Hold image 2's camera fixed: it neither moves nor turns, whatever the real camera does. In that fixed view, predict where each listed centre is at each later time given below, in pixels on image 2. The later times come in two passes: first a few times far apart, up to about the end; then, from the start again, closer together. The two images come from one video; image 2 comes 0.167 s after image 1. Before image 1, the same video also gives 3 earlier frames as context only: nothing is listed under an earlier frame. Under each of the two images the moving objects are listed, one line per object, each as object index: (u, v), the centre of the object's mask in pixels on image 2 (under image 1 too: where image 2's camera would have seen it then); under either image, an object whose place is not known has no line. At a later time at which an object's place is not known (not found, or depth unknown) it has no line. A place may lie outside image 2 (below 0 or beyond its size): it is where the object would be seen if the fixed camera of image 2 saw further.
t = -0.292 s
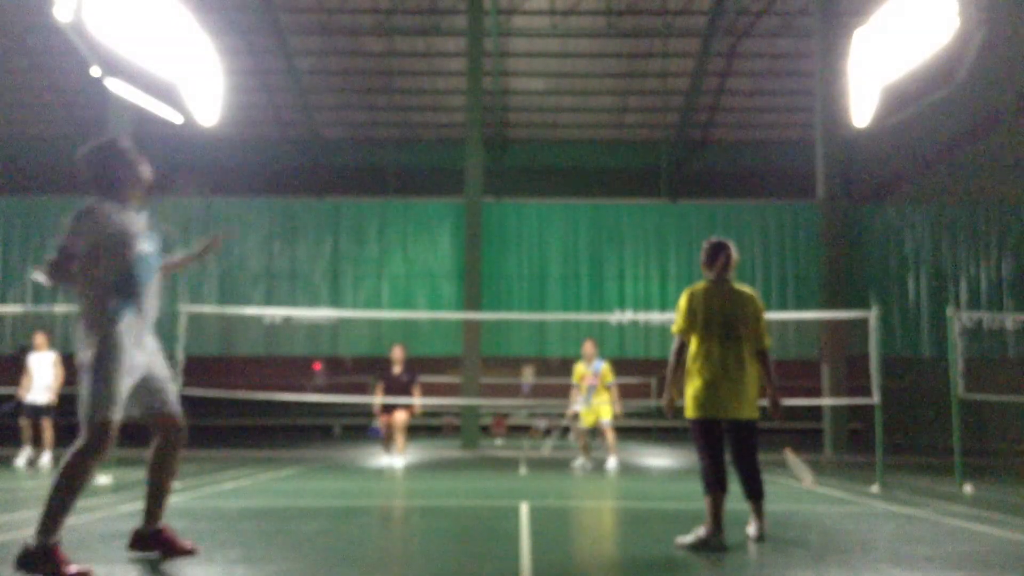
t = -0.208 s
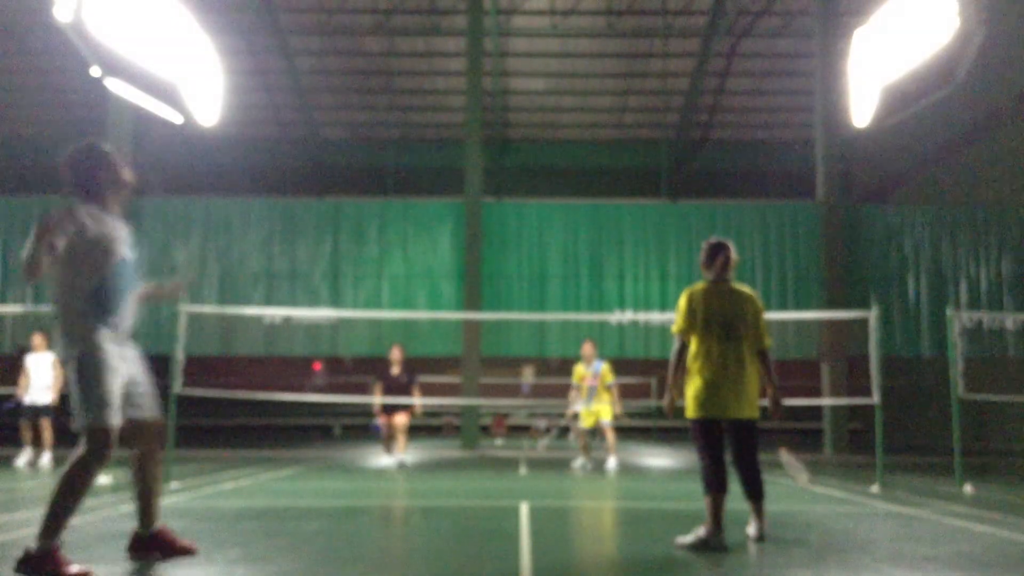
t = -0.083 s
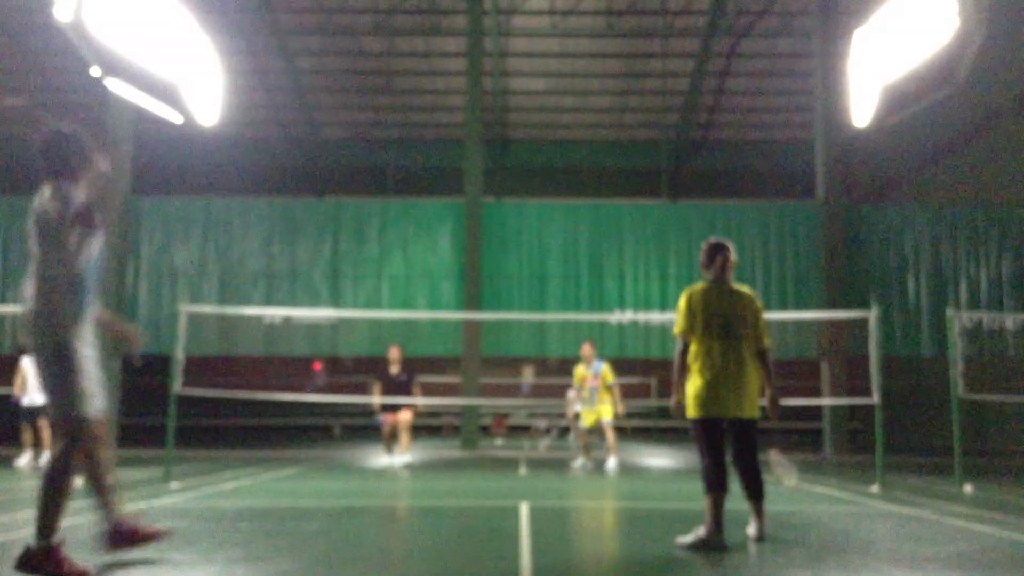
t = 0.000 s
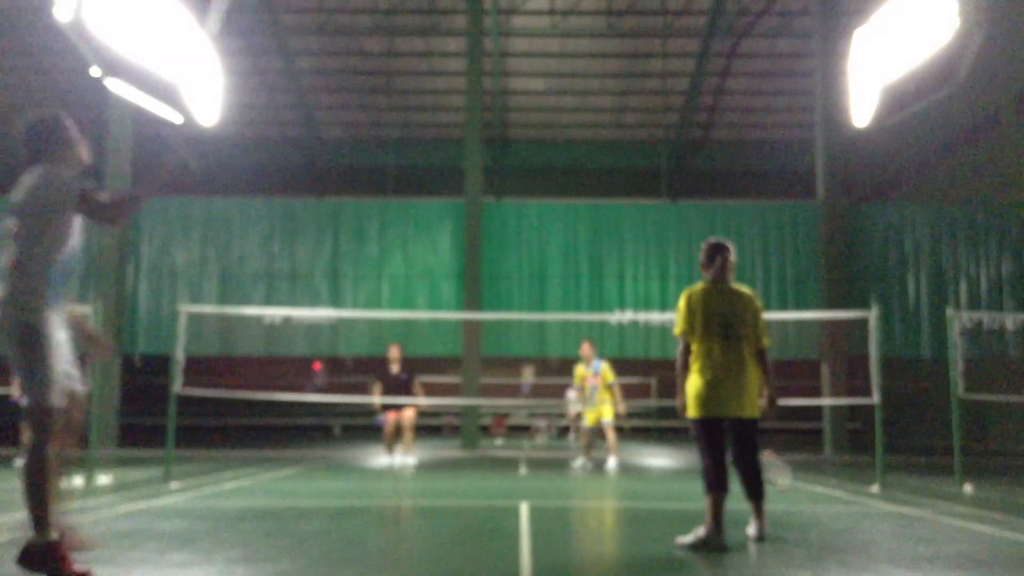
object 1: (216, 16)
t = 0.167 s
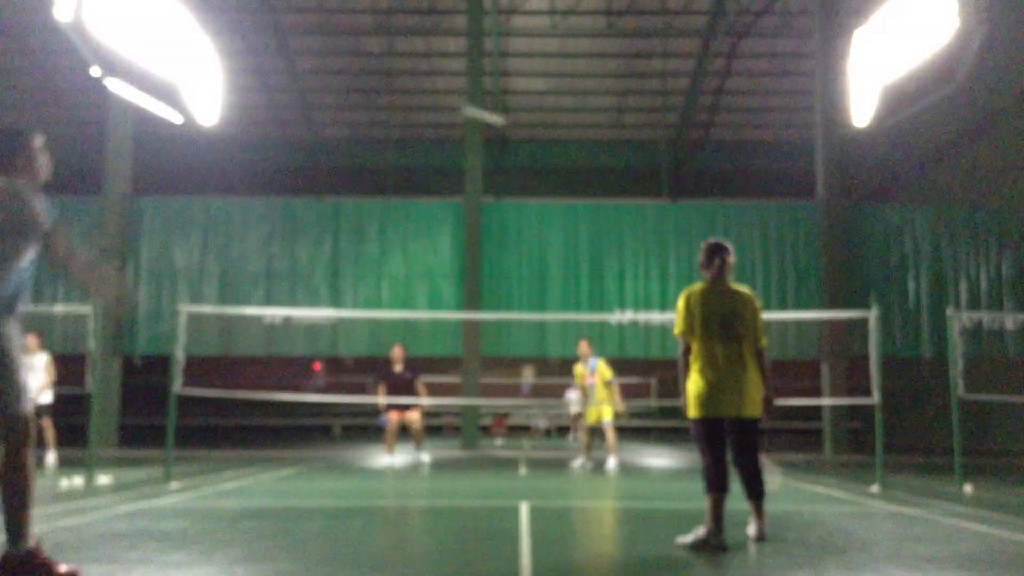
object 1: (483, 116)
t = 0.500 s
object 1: (646, 220)
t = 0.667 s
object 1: (678, 278)
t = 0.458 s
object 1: (635, 205)
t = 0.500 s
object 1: (646, 220)
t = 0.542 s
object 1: (655, 234)
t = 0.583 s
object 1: (664, 249)
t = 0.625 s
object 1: (673, 264)
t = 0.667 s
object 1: (678, 278)
